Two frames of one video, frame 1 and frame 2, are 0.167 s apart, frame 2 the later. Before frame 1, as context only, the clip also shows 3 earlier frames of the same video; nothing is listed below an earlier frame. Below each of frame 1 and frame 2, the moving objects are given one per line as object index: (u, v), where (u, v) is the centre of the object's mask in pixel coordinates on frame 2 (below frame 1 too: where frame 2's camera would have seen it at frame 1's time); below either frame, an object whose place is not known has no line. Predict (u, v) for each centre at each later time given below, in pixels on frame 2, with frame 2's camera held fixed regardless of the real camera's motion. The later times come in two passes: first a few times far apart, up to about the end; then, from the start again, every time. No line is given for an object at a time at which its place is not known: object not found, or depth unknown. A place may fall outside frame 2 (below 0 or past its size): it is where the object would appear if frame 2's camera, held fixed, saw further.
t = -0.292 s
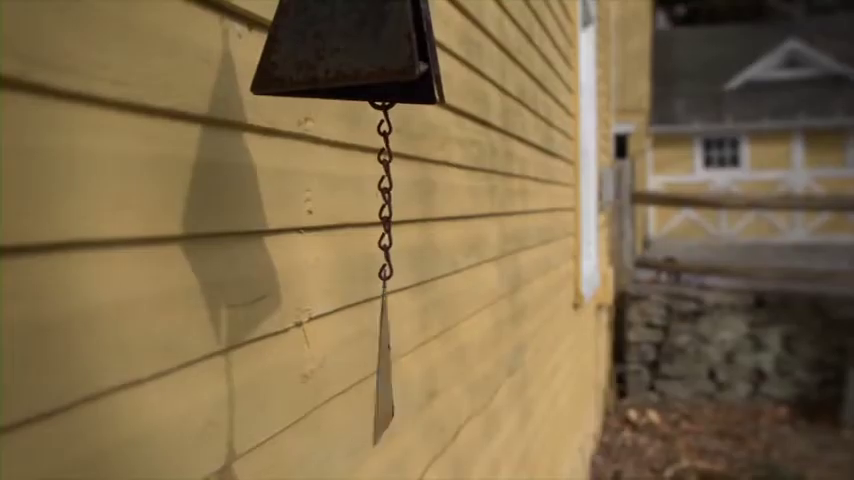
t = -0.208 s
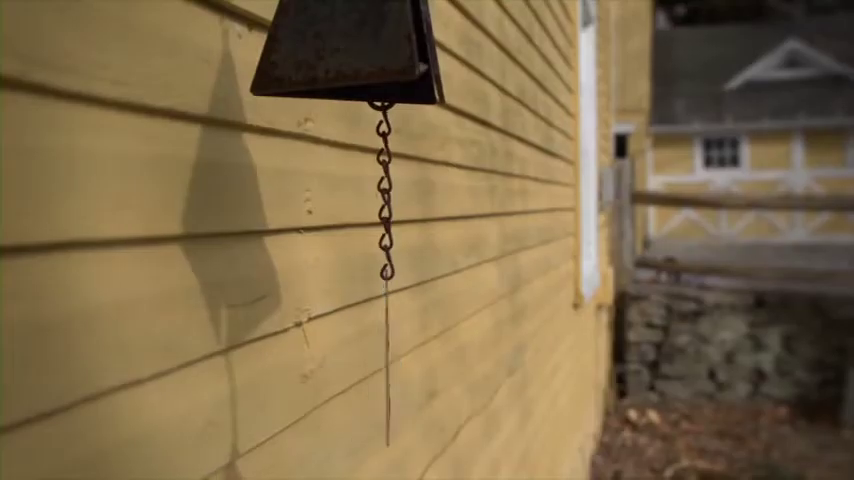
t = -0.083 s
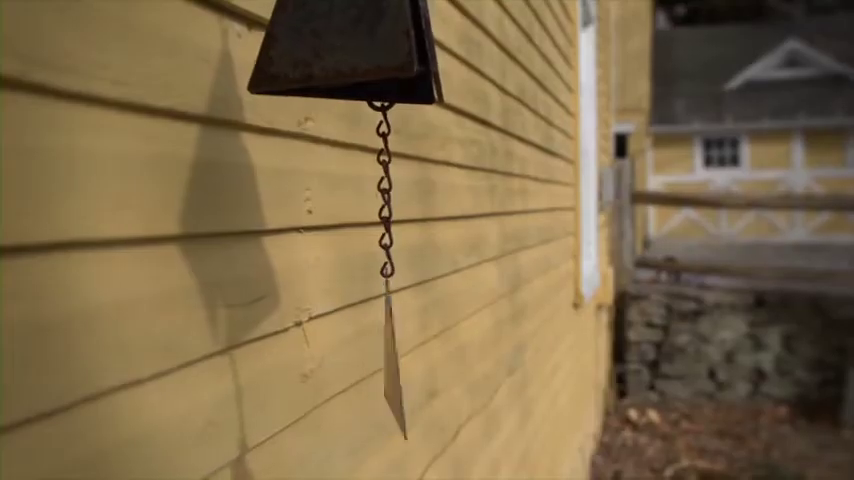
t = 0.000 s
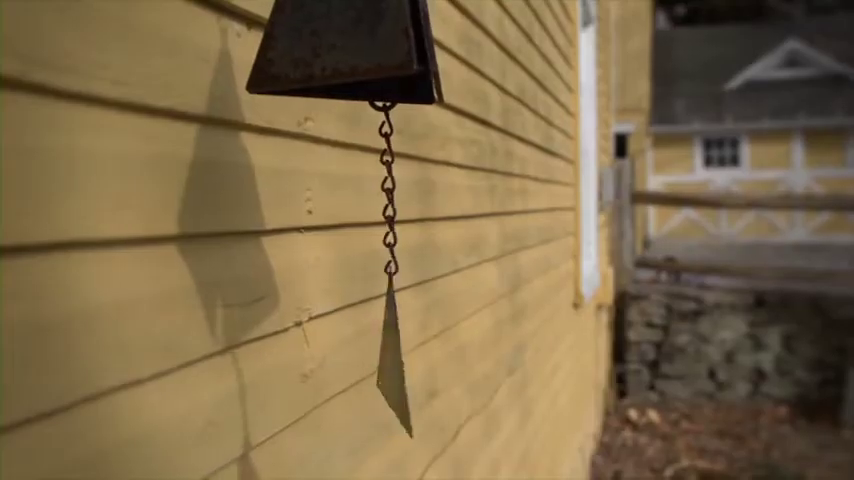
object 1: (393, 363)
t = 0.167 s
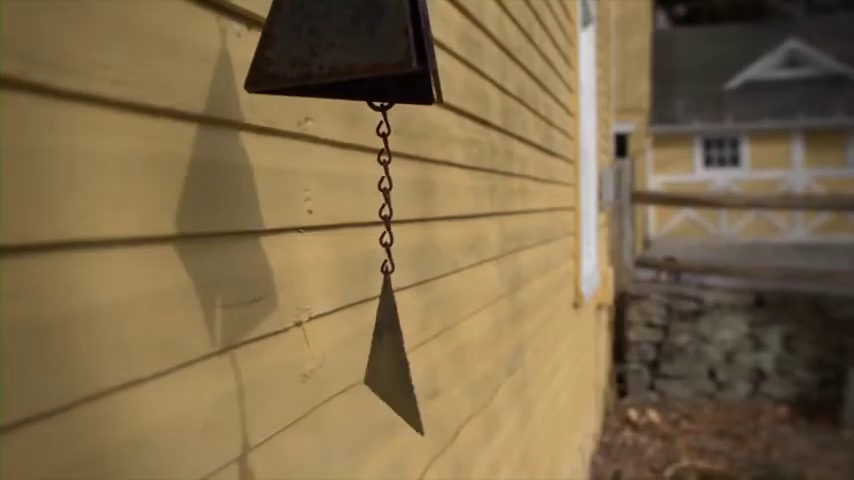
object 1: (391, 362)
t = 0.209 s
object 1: (391, 364)
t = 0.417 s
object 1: (383, 377)
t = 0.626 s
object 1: (387, 378)
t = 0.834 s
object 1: (396, 365)
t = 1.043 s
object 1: (393, 358)
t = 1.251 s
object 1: (385, 371)
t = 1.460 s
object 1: (381, 379)
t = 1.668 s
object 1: (391, 372)
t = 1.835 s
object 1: (393, 362)
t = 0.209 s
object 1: (391, 364)
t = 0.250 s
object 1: (389, 367)
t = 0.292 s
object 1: (388, 370)
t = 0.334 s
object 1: (386, 372)
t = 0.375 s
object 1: (384, 375)
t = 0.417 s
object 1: (383, 377)
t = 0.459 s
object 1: (383, 378)
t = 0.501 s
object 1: (383, 379)
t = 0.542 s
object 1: (384, 379)
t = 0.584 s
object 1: (385, 378)
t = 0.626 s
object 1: (387, 378)
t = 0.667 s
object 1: (390, 376)
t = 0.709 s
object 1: (392, 374)
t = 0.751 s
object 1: (394, 371)
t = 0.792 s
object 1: (395, 368)
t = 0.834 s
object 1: (396, 365)
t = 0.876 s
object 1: (397, 362)
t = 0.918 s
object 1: (396, 360)
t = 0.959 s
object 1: (396, 358)
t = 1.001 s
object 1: (395, 357)
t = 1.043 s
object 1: (393, 358)
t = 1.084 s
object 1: (392, 359)
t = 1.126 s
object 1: (390, 361)
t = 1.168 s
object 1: (389, 364)
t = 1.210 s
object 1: (387, 367)
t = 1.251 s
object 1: (385, 371)
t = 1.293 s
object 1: (383, 374)
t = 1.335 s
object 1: (382, 376)
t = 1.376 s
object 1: (381, 377)
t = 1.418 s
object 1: (380, 378)
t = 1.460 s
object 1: (381, 379)
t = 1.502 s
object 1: (383, 379)
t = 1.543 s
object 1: (385, 378)
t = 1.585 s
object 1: (387, 377)
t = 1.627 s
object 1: (389, 374)
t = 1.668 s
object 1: (391, 372)
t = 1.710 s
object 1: (392, 370)
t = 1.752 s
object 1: (393, 367)
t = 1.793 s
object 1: (393, 364)
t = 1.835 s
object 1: (393, 362)
